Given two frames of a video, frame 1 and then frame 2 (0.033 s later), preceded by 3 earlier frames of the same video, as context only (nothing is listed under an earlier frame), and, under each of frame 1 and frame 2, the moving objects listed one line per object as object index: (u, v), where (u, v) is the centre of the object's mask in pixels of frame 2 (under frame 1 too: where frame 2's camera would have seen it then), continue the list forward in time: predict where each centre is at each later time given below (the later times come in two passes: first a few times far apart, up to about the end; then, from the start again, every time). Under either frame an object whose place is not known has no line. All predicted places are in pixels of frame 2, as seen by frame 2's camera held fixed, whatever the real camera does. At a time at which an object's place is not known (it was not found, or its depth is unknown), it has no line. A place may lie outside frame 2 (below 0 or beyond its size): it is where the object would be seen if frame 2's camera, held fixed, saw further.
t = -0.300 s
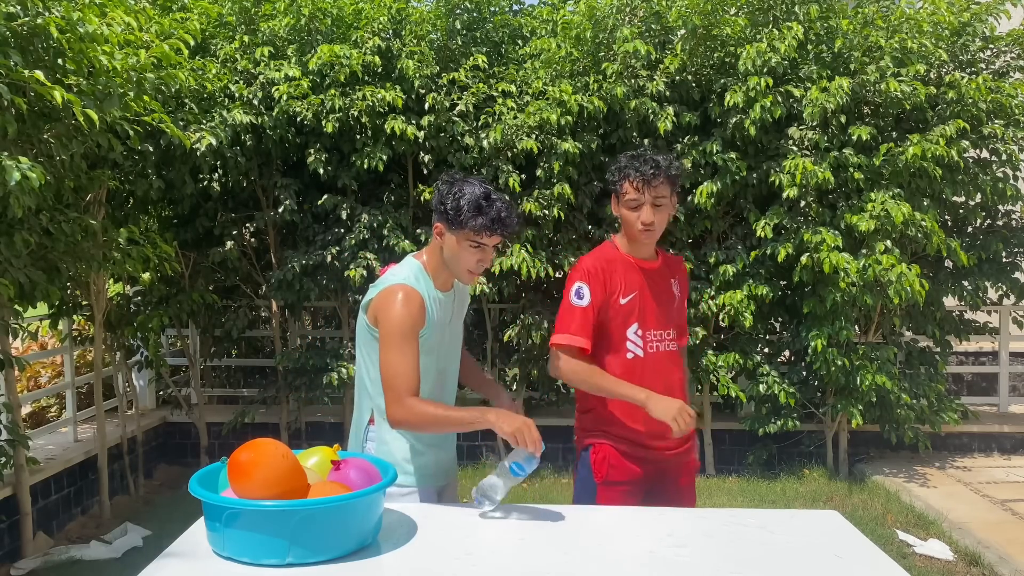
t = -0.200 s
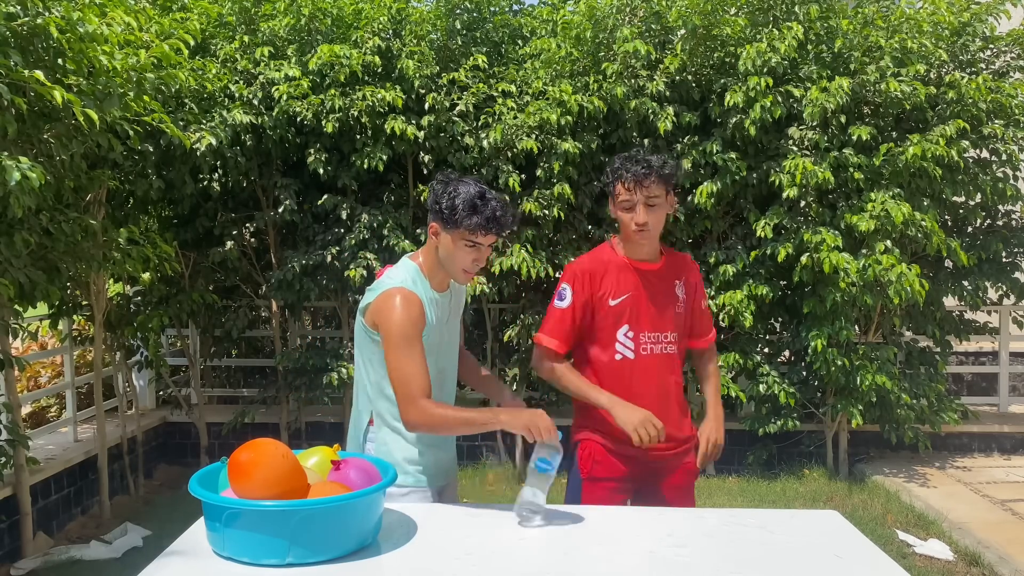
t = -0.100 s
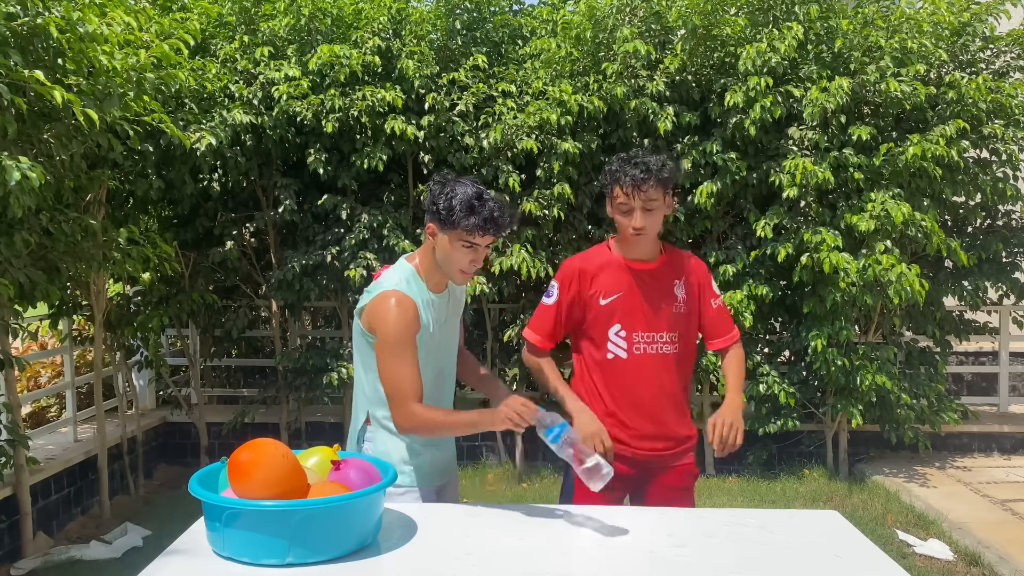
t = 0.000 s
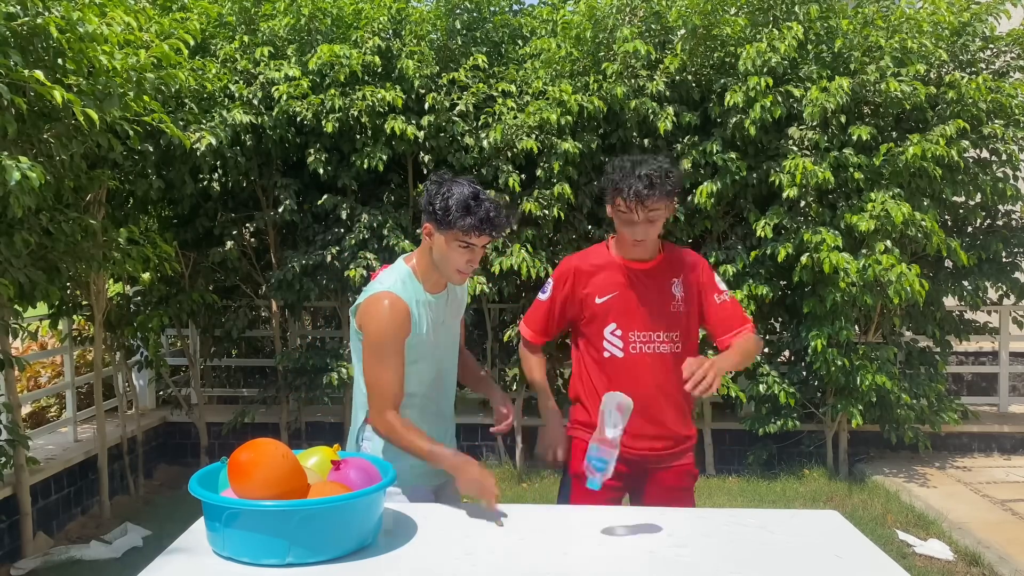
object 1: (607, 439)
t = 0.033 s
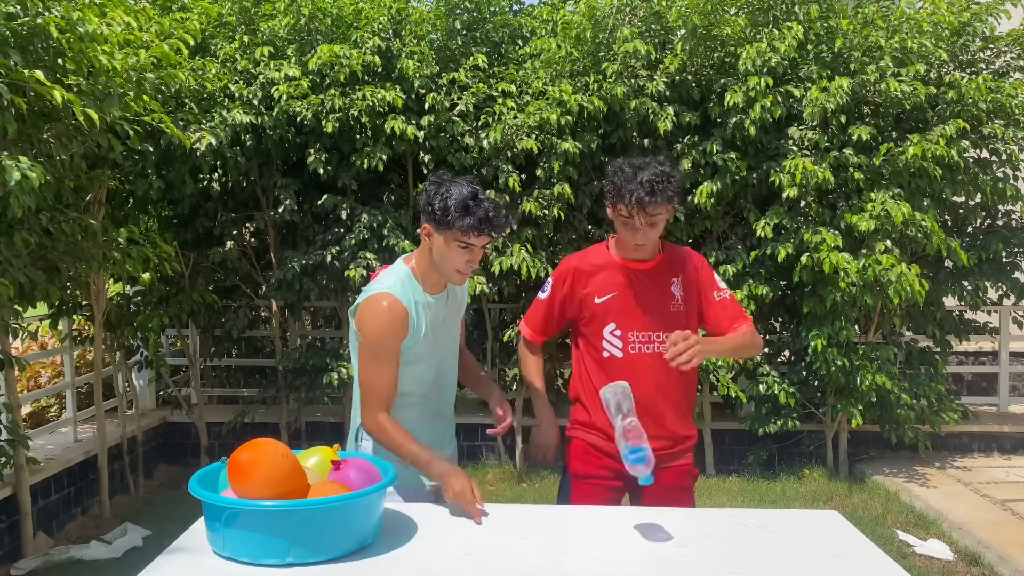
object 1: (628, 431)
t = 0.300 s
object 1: (676, 512)
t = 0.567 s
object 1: (702, 524)
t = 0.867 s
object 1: (703, 524)
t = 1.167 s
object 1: (703, 524)
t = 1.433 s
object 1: (703, 524)
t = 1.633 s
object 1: (703, 524)
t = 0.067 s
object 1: (646, 420)
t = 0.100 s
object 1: (655, 410)
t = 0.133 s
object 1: (660, 407)
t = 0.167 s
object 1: (663, 412)
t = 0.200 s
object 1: (665, 426)
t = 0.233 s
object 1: (668, 447)
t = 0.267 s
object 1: (672, 475)
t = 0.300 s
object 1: (676, 512)
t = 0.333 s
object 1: (679, 520)
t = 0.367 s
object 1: (683, 521)
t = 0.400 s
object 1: (687, 521)
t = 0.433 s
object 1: (692, 522)
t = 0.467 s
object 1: (695, 523)
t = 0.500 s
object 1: (698, 523)
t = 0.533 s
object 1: (700, 523)
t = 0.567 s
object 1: (702, 524)
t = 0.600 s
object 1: (701, 524)
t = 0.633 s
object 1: (702, 524)
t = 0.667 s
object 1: (703, 524)
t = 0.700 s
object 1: (703, 524)
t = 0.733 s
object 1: (703, 524)
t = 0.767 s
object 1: (703, 524)
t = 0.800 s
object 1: (703, 524)
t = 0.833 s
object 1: (703, 524)
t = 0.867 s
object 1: (703, 524)
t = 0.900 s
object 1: (703, 524)
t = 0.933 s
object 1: (703, 524)
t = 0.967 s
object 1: (703, 524)
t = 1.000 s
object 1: (703, 524)
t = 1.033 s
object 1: (703, 524)
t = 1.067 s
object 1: (703, 524)
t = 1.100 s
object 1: (703, 524)
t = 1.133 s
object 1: (703, 525)
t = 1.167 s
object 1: (703, 524)
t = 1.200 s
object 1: (703, 524)
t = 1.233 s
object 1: (703, 524)
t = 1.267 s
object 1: (703, 524)
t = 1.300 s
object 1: (703, 524)
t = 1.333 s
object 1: (703, 524)
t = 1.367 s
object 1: (703, 524)
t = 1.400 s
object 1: (703, 524)
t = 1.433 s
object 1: (703, 524)
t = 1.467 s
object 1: (703, 524)
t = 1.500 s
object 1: (703, 524)
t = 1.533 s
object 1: (703, 524)
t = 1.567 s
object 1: (703, 524)
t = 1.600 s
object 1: (703, 524)
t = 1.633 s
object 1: (703, 524)
